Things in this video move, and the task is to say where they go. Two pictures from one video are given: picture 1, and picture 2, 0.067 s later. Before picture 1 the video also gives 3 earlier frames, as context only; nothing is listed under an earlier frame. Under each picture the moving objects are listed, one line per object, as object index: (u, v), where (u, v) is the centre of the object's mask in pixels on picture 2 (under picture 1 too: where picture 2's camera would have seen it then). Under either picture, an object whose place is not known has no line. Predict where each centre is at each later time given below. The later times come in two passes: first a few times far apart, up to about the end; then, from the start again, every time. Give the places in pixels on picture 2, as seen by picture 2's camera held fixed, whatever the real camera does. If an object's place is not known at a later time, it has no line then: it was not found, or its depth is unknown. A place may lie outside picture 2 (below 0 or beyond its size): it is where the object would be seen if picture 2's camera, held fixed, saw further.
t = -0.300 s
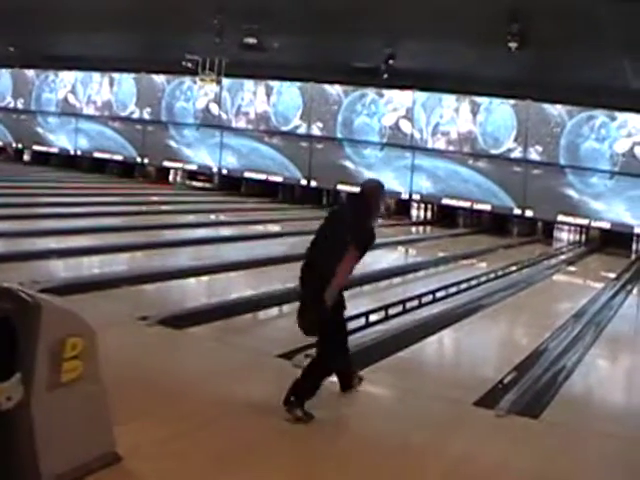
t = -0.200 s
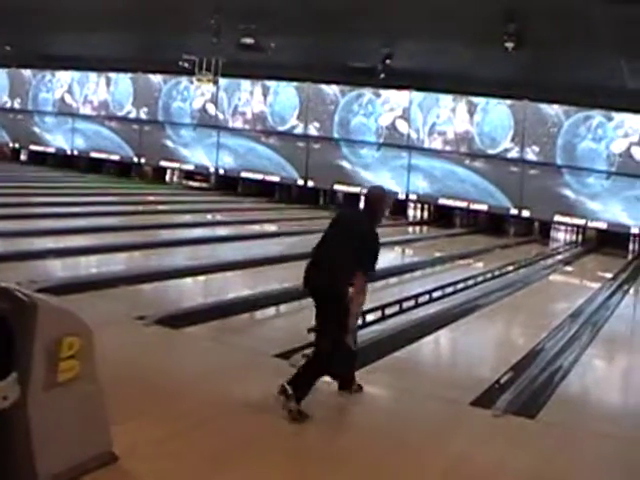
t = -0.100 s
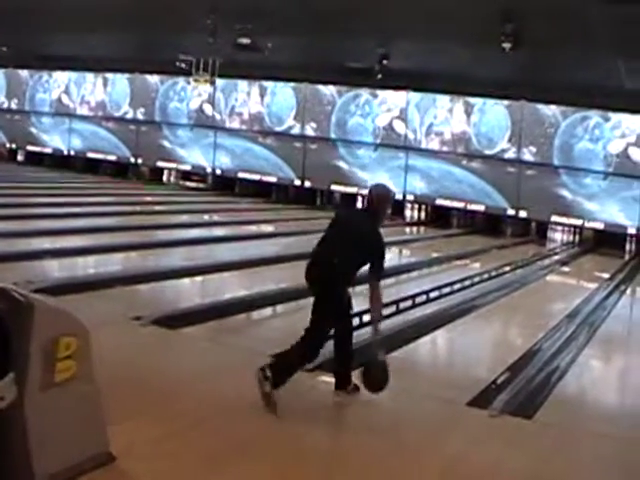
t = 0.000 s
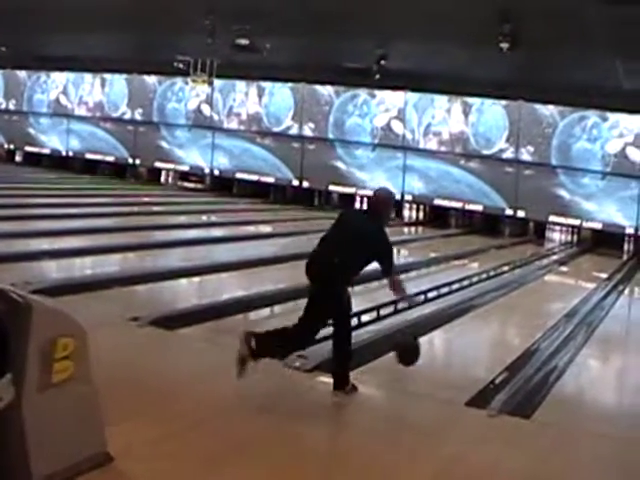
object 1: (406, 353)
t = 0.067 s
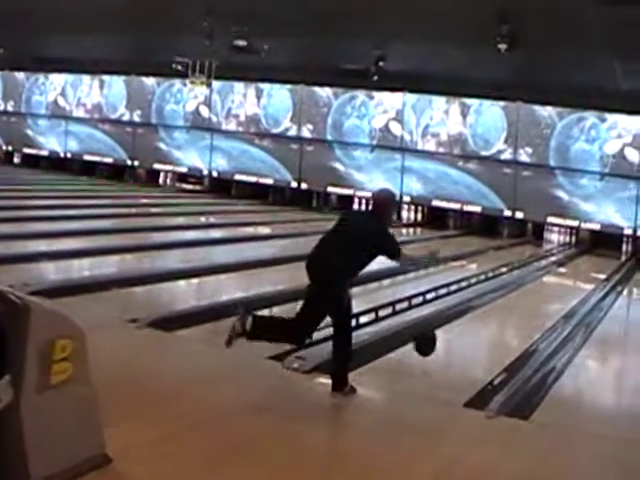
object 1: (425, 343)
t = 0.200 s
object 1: (453, 340)
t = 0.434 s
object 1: (494, 322)
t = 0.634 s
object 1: (520, 309)
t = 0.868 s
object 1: (544, 296)
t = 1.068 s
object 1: (559, 288)
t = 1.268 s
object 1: (573, 281)
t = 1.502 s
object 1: (586, 274)
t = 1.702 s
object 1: (595, 269)
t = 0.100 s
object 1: (432, 339)
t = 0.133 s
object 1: (440, 338)
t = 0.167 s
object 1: (447, 338)
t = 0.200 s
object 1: (453, 340)
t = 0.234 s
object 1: (460, 339)
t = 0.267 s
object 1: (466, 335)
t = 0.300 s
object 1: (472, 332)
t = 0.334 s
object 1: (478, 330)
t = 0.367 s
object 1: (483, 328)
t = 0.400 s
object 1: (489, 325)
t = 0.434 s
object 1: (494, 322)
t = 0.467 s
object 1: (499, 320)
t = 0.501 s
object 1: (503, 318)
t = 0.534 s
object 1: (508, 315)
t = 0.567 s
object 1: (512, 313)
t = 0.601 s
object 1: (516, 311)
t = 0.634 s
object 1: (520, 309)
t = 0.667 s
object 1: (524, 307)
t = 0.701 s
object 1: (528, 305)
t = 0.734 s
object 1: (531, 303)
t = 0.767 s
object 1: (534, 301)
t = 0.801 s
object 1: (537, 300)
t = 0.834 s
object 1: (540, 298)
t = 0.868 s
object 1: (544, 296)
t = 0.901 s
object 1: (546, 295)
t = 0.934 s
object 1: (549, 294)
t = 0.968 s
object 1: (552, 292)
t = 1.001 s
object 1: (555, 291)
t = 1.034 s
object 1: (557, 290)
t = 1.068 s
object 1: (559, 288)
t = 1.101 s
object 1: (562, 287)
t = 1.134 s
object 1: (564, 286)
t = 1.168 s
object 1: (567, 284)
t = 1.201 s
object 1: (569, 283)
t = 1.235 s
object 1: (571, 282)
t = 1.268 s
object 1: (573, 281)
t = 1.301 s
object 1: (575, 280)
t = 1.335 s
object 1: (577, 279)
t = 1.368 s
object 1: (579, 278)
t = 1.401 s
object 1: (581, 276)
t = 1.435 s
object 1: (583, 276)
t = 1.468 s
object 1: (584, 275)
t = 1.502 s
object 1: (586, 274)
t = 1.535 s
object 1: (587, 273)
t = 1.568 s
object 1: (589, 272)
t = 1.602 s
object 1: (590, 272)
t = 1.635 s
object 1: (591, 270)
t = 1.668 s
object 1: (593, 269)
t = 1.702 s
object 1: (595, 269)
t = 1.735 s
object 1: (596, 268)
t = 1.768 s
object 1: (597, 267)
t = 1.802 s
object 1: (598, 267)
